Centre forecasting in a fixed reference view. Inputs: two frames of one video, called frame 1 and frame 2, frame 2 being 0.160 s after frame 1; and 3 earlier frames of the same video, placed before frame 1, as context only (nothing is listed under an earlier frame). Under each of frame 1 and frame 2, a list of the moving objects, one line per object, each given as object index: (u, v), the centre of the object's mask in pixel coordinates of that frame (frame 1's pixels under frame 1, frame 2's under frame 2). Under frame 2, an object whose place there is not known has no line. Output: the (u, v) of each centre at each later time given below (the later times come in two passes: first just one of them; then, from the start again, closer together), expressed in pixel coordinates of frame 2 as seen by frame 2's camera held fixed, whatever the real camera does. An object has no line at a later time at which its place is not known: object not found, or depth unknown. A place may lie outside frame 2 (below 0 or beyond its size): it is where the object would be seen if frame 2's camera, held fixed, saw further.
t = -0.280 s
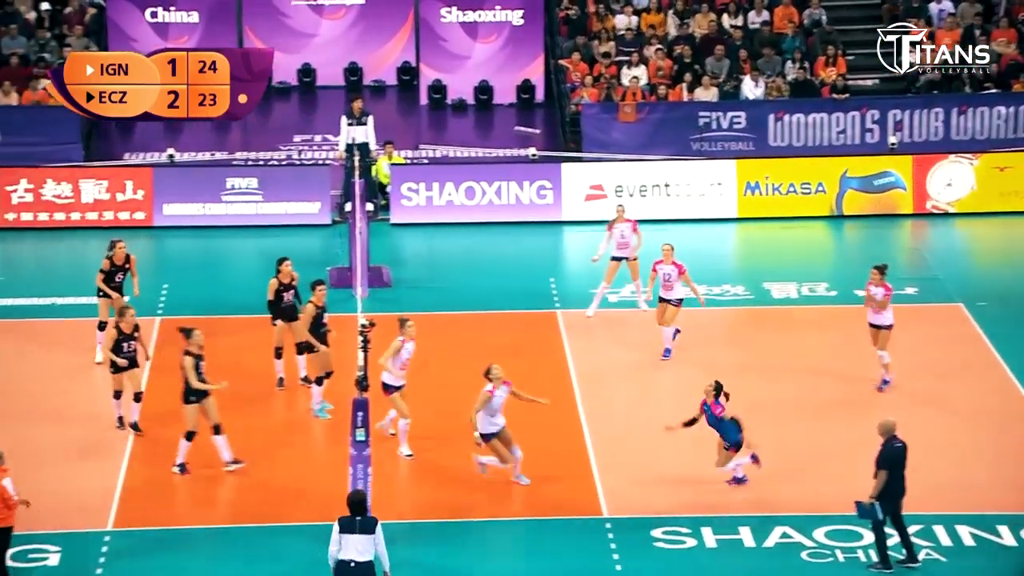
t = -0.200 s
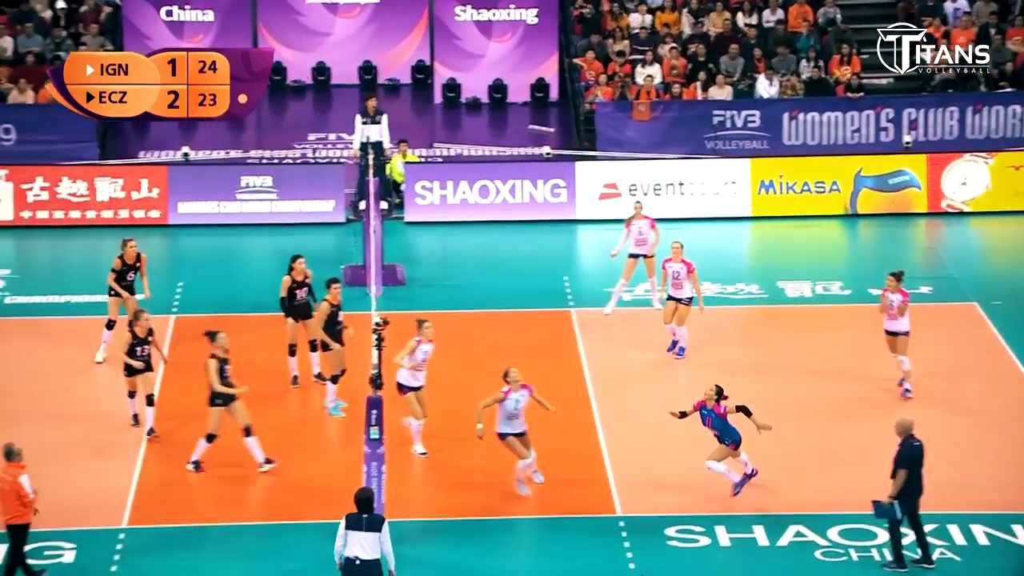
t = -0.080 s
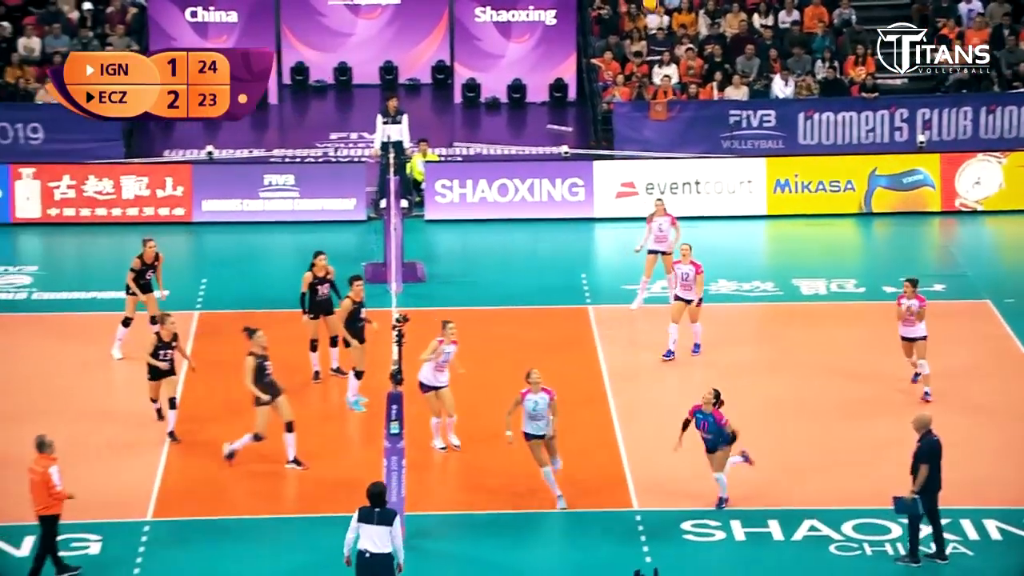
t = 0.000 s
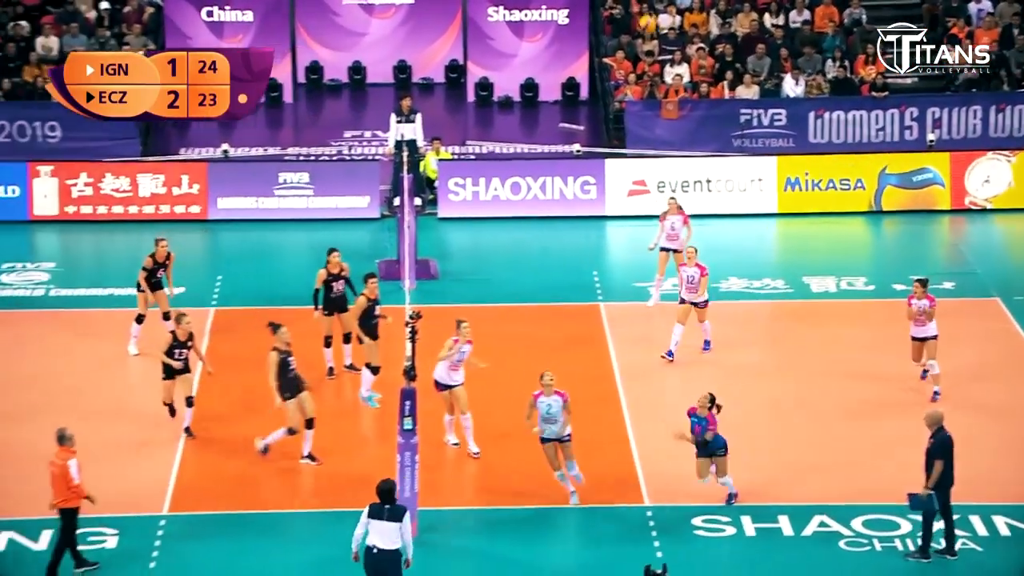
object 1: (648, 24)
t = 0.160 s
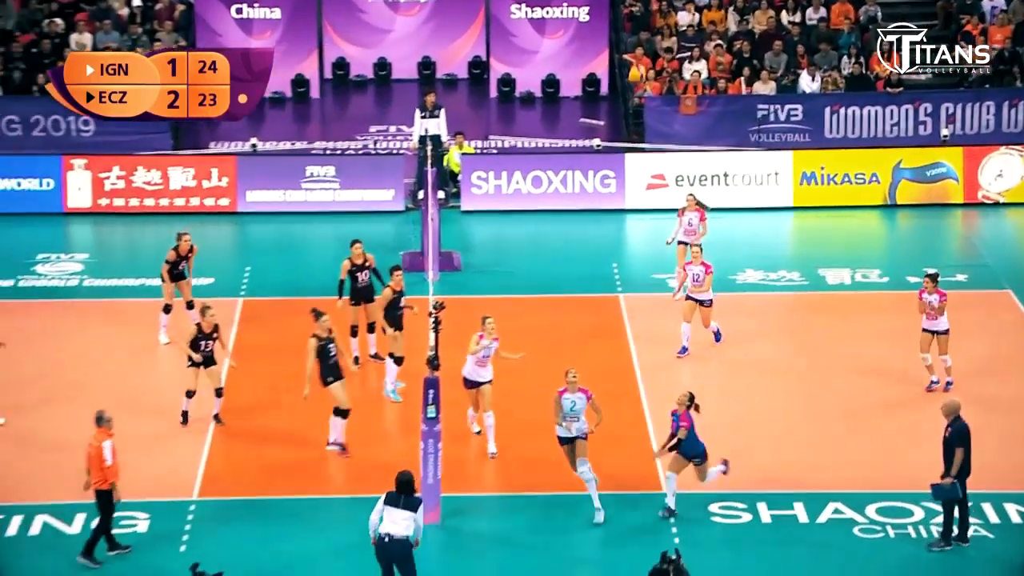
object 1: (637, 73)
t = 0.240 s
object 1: (622, 107)
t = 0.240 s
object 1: (622, 107)
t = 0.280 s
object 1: (615, 125)
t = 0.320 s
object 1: (608, 144)
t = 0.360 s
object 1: (601, 163)
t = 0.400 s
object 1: (593, 188)
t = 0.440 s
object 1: (587, 210)
